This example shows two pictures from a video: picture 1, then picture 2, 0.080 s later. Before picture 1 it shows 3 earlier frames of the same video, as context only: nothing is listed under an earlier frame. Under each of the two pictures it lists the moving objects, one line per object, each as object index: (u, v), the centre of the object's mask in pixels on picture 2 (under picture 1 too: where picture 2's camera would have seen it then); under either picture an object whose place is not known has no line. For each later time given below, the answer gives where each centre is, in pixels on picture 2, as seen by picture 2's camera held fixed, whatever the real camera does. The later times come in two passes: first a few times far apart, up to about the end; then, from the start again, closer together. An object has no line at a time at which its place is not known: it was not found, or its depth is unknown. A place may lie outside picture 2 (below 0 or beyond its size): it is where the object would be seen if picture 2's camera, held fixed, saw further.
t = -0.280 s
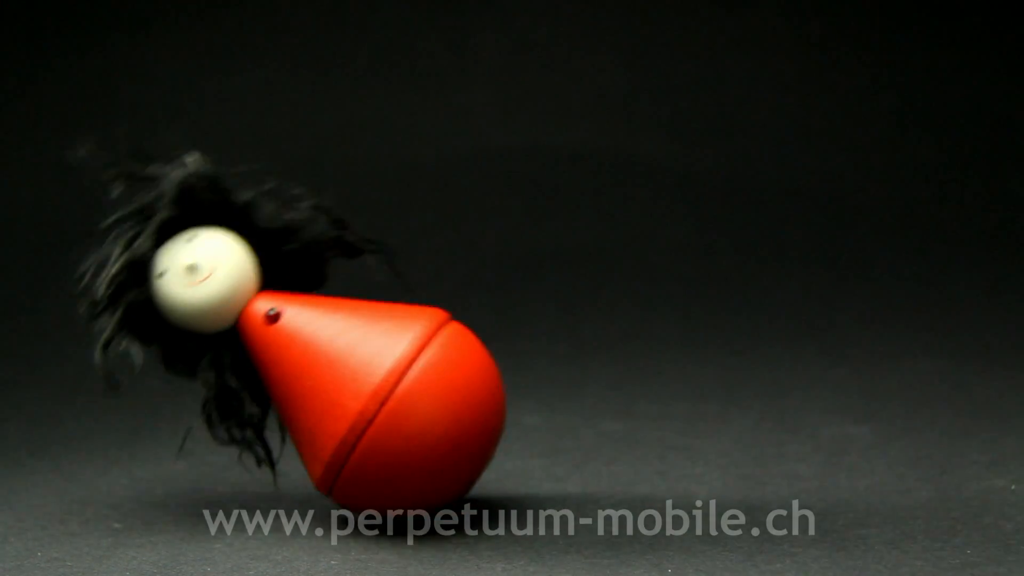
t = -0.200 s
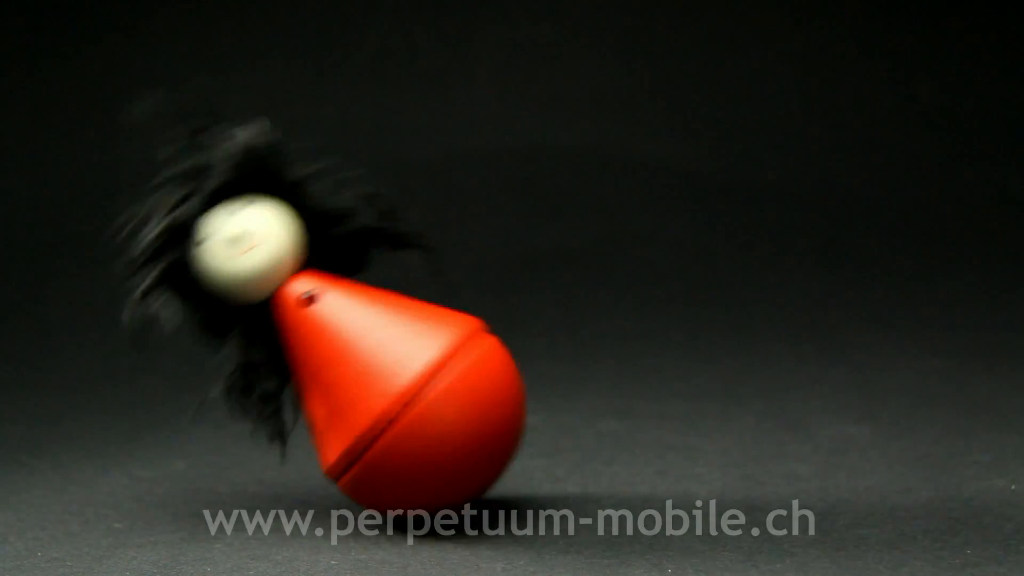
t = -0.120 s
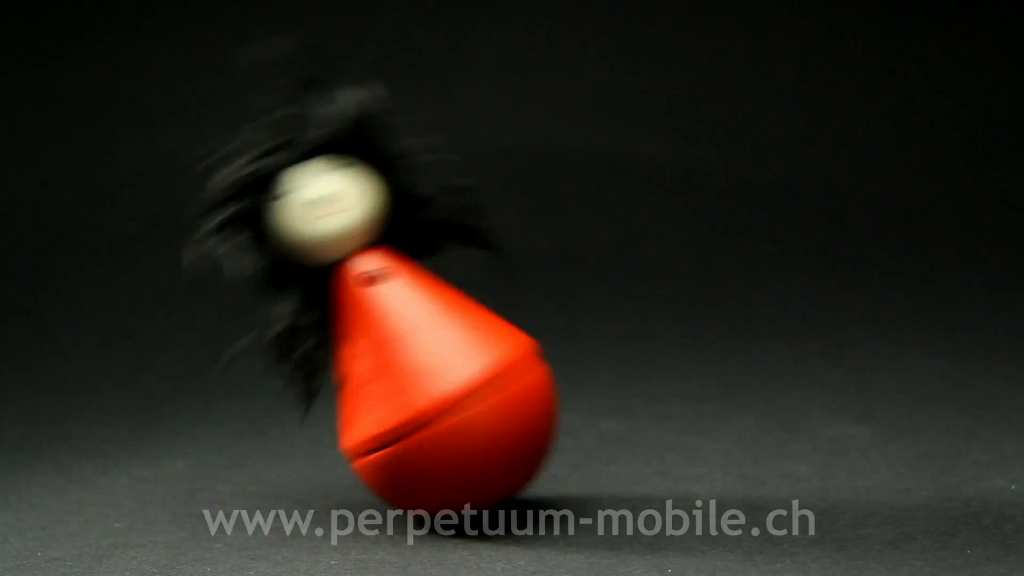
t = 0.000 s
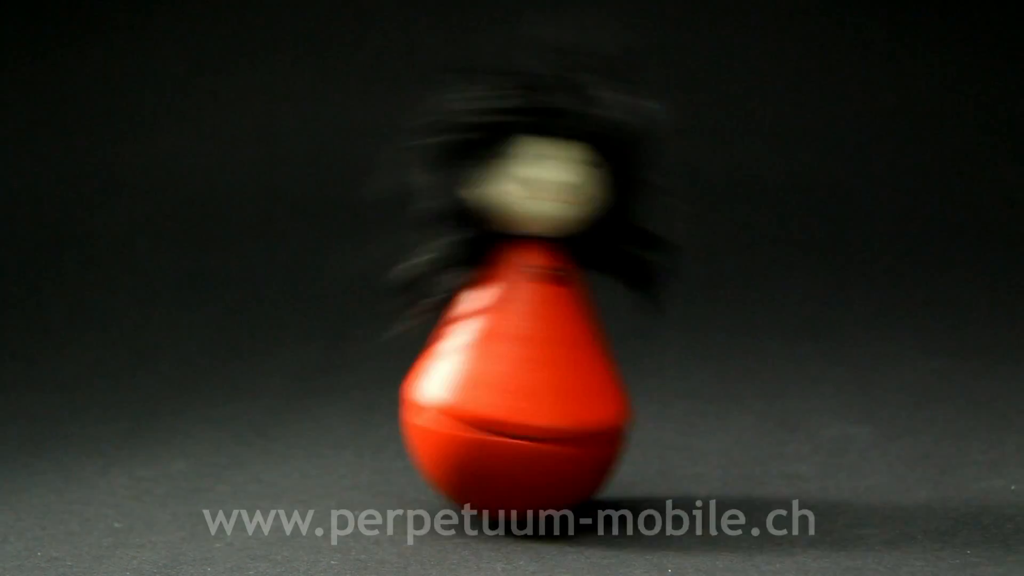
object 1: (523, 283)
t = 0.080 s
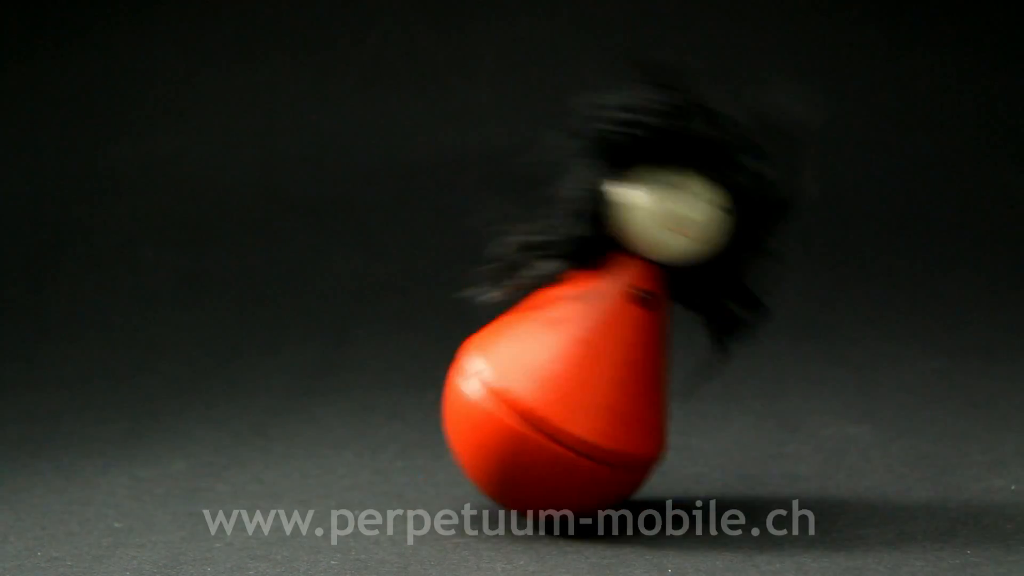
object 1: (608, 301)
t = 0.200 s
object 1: (692, 324)
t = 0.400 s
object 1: (688, 321)
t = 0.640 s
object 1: (475, 280)
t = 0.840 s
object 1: (324, 314)
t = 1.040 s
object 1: (327, 314)
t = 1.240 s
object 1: (469, 283)
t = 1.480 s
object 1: (657, 309)
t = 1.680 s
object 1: (621, 294)
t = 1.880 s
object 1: (429, 284)
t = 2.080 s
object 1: (342, 306)
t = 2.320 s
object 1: (428, 287)
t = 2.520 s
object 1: (605, 289)
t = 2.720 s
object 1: (595, 286)
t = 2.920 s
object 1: (418, 288)
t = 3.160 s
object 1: (394, 291)
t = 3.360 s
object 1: (560, 283)
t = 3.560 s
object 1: (585, 285)
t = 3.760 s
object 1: (416, 285)
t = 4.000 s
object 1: (468, 282)
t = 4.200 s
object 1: (588, 289)
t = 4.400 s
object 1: (460, 280)
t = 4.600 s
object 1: (427, 286)
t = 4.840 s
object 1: (574, 286)
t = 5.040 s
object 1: (460, 280)
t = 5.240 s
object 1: (442, 281)
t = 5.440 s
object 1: (563, 284)
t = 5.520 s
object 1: (546, 281)
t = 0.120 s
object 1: (643, 307)
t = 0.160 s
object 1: (672, 314)
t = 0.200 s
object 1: (692, 324)
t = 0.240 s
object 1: (700, 333)
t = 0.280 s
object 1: (707, 333)
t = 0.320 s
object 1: (705, 334)
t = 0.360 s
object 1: (700, 330)
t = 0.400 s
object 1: (688, 321)
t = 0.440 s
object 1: (668, 314)
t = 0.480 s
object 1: (644, 305)
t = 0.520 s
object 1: (616, 295)
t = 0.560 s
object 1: (579, 288)
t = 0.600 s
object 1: (531, 285)
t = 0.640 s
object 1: (475, 280)
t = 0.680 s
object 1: (428, 284)
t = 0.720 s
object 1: (393, 294)
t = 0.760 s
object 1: (363, 299)
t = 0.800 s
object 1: (342, 306)
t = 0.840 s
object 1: (324, 314)
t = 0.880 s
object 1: (315, 321)
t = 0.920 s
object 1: (310, 324)
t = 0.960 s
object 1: (311, 323)
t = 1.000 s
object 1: (316, 320)
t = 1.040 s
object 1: (327, 314)
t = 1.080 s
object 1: (343, 305)
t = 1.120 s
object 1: (364, 299)
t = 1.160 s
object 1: (390, 295)
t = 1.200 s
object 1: (423, 285)
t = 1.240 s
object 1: (469, 283)
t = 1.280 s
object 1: (524, 286)
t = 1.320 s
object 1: (572, 284)
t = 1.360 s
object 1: (605, 292)
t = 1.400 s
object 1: (629, 298)
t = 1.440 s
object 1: (645, 305)
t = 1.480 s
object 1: (657, 309)
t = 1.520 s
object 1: (660, 311)
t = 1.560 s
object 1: (659, 309)
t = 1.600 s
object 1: (652, 307)
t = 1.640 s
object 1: (639, 301)
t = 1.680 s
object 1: (621, 294)
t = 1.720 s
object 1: (597, 289)
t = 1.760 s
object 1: (565, 282)
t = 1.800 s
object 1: (520, 281)
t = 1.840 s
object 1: (472, 280)
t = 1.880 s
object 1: (429, 284)
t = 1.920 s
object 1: (396, 291)
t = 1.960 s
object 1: (372, 298)
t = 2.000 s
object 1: (357, 301)
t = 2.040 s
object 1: (347, 303)
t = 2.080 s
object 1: (342, 306)
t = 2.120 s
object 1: (342, 308)
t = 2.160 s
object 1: (350, 304)
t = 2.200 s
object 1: (361, 301)
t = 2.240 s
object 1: (376, 299)
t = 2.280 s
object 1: (398, 295)
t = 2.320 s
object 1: (428, 287)
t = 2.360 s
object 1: (468, 284)
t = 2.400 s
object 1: (516, 278)
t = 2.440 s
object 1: (558, 279)
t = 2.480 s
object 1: (587, 284)
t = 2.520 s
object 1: (605, 289)
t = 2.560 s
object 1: (616, 290)
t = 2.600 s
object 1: (620, 292)
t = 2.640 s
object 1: (618, 292)
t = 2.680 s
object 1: (609, 291)
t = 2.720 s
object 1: (595, 286)
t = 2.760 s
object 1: (572, 283)
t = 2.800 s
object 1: (538, 279)
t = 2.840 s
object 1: (494, 277)
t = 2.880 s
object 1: (449, 285)
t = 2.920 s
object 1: (418, 288)
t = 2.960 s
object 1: (398, 289)
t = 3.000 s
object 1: (383, 294)
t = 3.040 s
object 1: (375, 298)
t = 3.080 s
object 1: (375, 297)
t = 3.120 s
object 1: (382, 294)
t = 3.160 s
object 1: (394, 291)
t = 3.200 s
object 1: (413, 287)
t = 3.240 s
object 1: (443, 280)
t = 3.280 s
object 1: (482, 275)
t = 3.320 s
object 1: (523, 279)
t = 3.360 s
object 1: (560, 283)
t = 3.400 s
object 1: (585, 284)
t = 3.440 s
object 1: (599, 287)
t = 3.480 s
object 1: (601, 290)
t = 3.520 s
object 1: (598, 289)
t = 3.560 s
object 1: (585, 285)
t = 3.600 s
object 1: (560, 281)
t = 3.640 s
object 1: (525, 280)
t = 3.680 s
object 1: (482, 278)
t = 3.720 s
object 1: (443, 280)
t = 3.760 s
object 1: (416, 285)
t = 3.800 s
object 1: (401, 289)
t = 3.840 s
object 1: (395, 291)
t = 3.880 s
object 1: (398, 290)
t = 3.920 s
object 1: (412, 287)
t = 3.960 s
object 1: (434, 286)
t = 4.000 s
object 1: (468, 282)
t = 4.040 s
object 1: (507, 276)
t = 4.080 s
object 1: (543, 280)
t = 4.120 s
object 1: (570, 283)
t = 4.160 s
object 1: (585, 287)
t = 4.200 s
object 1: (588, 289)
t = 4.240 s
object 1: (581, 287)
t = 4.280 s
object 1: (561, 283)
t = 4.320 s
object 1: (531, 279)
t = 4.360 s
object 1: (495, 279)
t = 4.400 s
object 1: (460, 280)
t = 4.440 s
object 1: (431, 278)
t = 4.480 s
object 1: (416, 286)
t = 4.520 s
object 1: (409, 288)
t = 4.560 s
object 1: (413, 287)
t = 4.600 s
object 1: (427, 286)
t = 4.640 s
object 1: (450, 280)
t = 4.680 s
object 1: (483, 276)
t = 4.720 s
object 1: (519, 278)
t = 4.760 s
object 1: (549, 280)
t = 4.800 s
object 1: (569, 284)
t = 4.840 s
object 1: (574, 286)
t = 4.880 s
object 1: (567, 285)
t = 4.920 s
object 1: (546, 280)
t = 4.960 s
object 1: (520, 279)
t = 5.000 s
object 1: (488, 279)
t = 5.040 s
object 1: (460, 280)
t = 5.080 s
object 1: (437, 279)
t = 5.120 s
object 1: (426, 285)
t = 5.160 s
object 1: (422, 285)
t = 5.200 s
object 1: (428, 284)
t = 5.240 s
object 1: (442, 281)
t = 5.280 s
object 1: (468, 281)
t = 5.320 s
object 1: (499, 276)
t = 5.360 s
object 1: (527, 278)
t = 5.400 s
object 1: (550, 280)
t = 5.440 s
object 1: (563, 284)
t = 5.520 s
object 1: (546, 281)
